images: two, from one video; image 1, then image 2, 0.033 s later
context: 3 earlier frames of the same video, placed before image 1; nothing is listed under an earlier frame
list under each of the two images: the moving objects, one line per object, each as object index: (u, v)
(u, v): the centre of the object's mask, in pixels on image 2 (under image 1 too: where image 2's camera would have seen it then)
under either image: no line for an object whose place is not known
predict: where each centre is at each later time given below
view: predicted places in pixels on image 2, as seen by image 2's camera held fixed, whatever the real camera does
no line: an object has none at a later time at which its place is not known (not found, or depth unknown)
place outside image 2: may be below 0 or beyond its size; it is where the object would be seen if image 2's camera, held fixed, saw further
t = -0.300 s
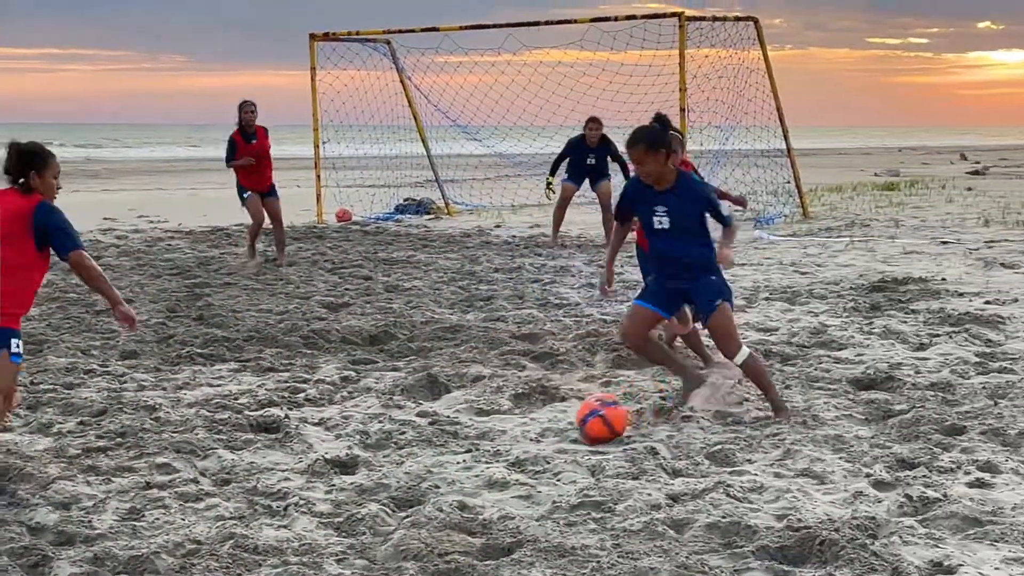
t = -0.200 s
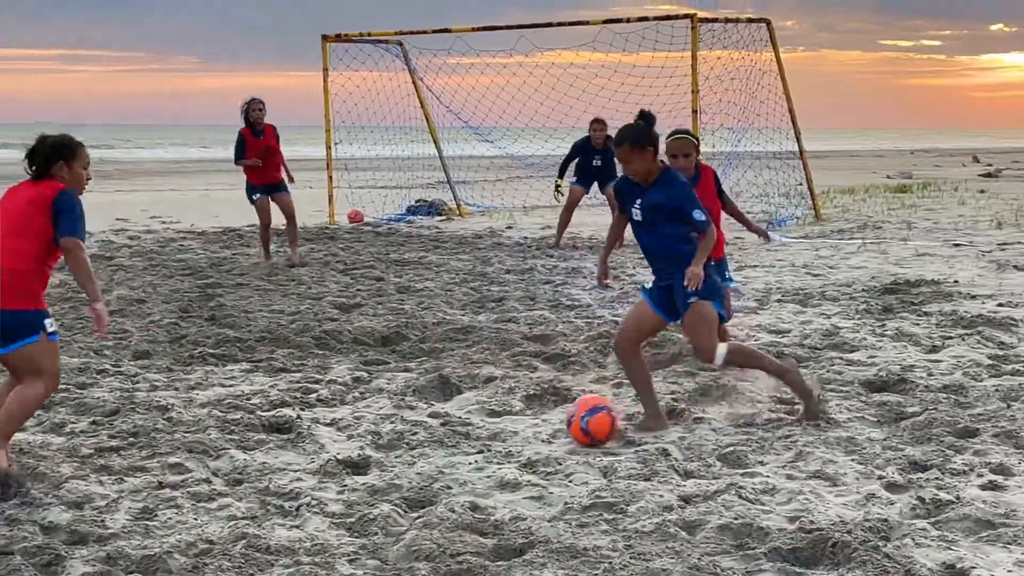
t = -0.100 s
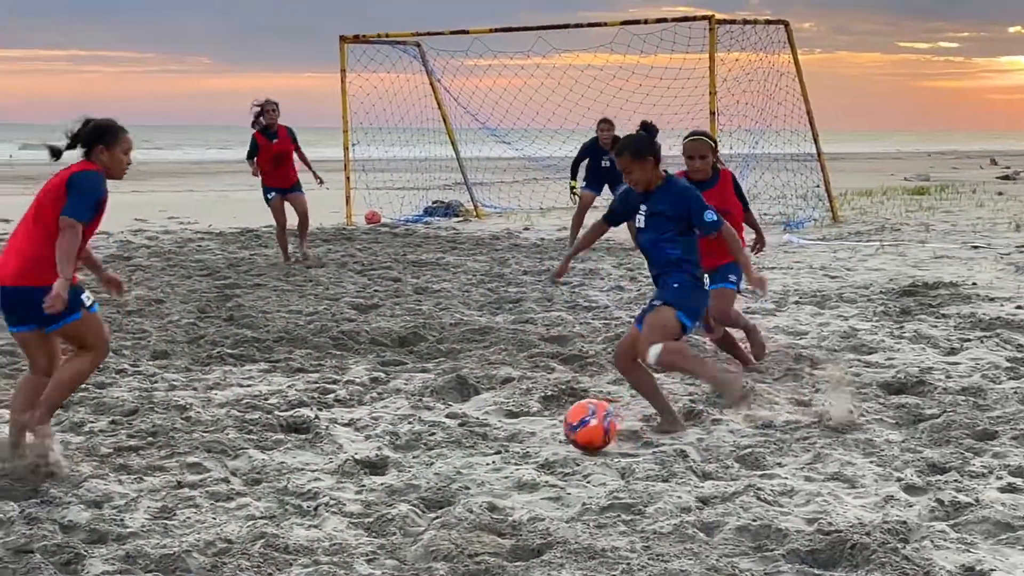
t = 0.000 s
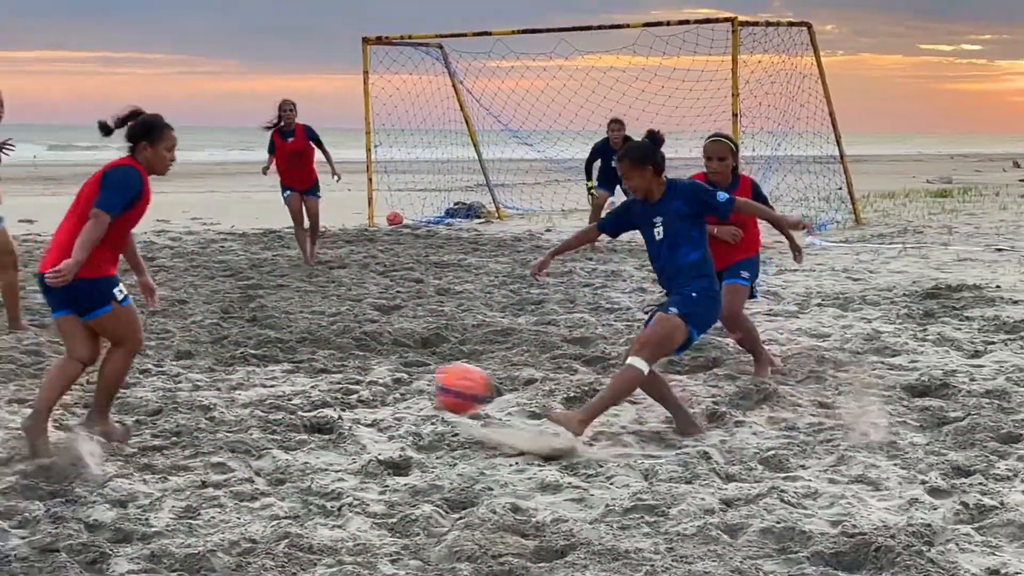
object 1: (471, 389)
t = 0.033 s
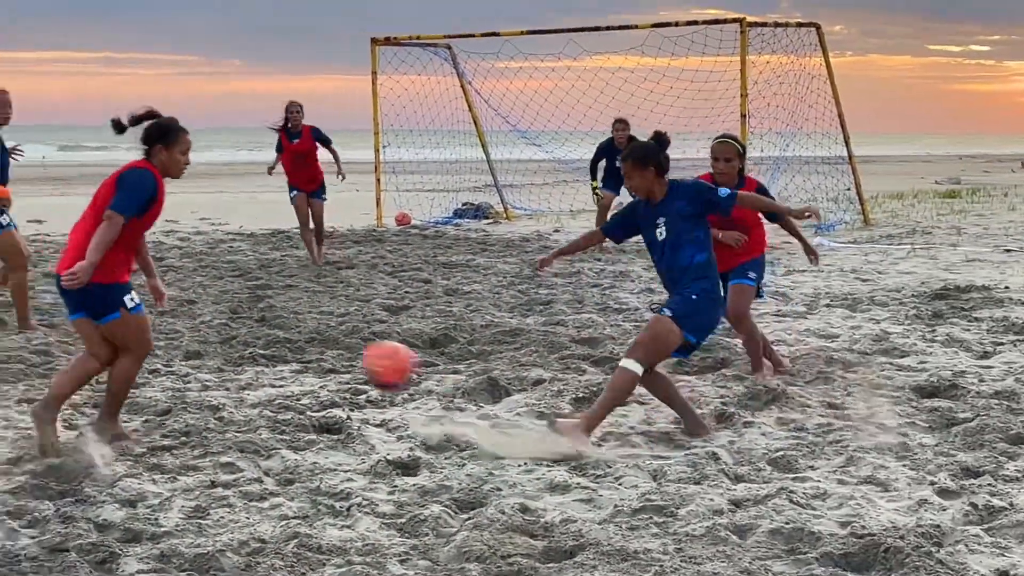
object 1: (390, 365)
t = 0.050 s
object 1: (351, 354)
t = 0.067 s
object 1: (310, 347)
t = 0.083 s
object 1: (270, 337)
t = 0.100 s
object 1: (235, 328)
